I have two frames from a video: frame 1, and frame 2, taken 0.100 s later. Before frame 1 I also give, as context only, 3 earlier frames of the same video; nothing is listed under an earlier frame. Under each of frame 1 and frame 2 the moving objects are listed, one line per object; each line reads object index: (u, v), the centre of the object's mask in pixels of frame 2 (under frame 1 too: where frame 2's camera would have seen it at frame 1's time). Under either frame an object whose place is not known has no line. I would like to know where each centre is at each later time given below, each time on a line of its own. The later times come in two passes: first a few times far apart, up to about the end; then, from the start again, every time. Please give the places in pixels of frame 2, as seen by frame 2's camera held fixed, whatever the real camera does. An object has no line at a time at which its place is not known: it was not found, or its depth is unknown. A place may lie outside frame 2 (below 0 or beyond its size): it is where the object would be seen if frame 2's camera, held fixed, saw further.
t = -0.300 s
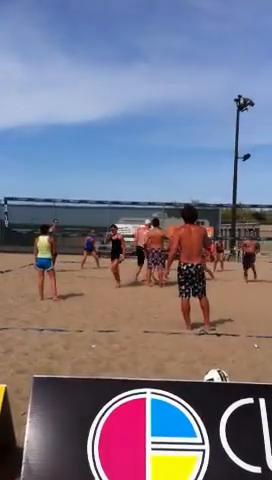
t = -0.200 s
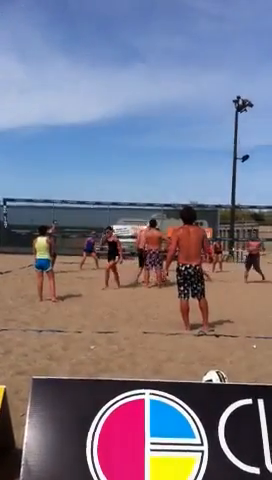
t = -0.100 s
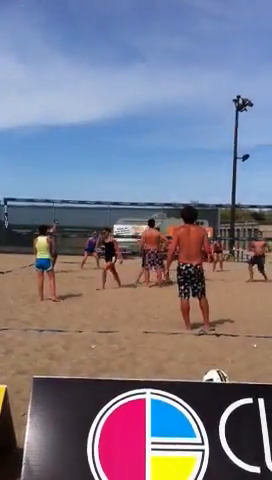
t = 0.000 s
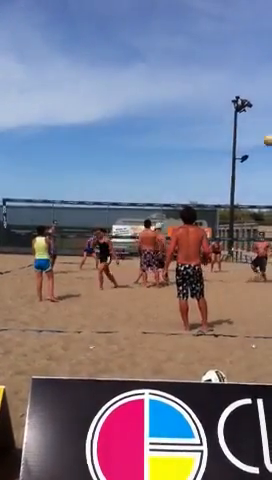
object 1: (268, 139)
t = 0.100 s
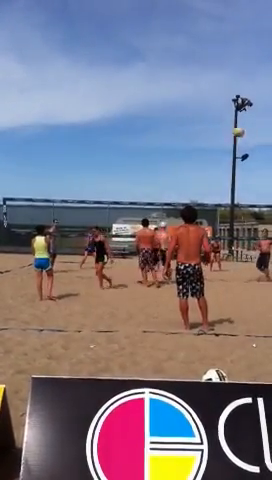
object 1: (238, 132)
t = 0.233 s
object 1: (207, 131)
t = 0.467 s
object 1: (170, 144)
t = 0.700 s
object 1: (144, 170)
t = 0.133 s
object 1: (229, 131)
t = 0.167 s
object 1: (221, 130)
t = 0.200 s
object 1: (214, 130)
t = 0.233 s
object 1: (207, 131)
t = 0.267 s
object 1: (201, 131)
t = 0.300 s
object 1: (195, 132)
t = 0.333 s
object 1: (190, 134)
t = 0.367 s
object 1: (184, 136)
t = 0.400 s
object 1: (180, 138)
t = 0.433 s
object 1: (175, 141)
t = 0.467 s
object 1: (170, 144)
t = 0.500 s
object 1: (166, 147)
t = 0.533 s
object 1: (162, 151)
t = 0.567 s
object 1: (158, 154)
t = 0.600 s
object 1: (154, 158)
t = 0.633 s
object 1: (151, 162)
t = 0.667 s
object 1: (148, 166)
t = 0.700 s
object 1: (144, 170)
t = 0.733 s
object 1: (141, 175)
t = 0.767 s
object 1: (138, 179)
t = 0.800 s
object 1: (136, 185)
